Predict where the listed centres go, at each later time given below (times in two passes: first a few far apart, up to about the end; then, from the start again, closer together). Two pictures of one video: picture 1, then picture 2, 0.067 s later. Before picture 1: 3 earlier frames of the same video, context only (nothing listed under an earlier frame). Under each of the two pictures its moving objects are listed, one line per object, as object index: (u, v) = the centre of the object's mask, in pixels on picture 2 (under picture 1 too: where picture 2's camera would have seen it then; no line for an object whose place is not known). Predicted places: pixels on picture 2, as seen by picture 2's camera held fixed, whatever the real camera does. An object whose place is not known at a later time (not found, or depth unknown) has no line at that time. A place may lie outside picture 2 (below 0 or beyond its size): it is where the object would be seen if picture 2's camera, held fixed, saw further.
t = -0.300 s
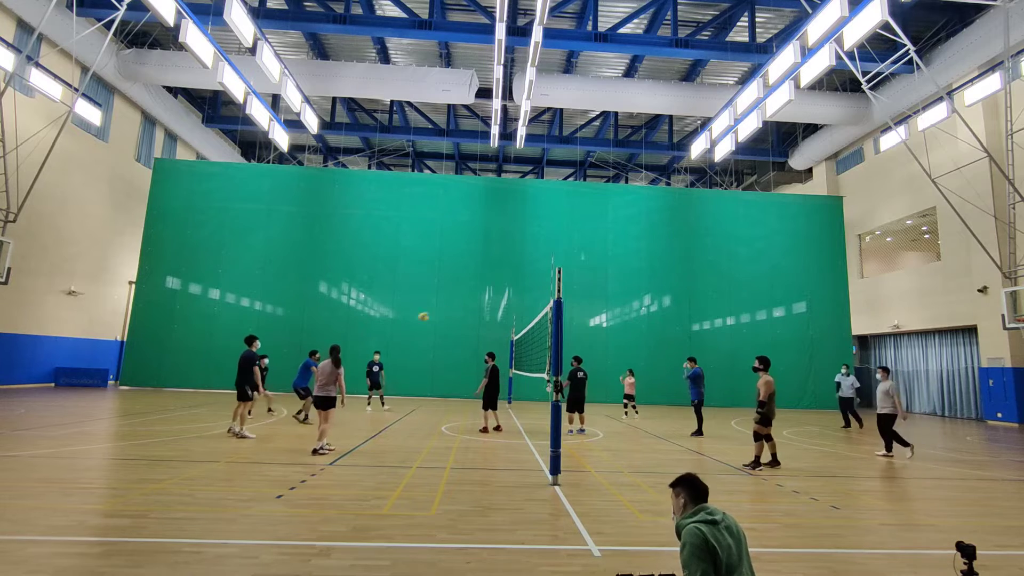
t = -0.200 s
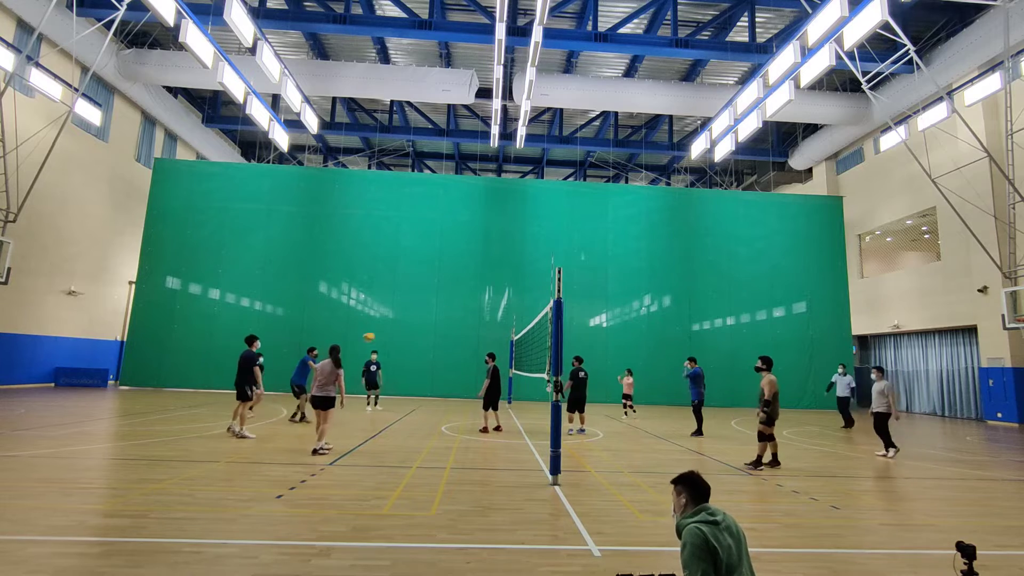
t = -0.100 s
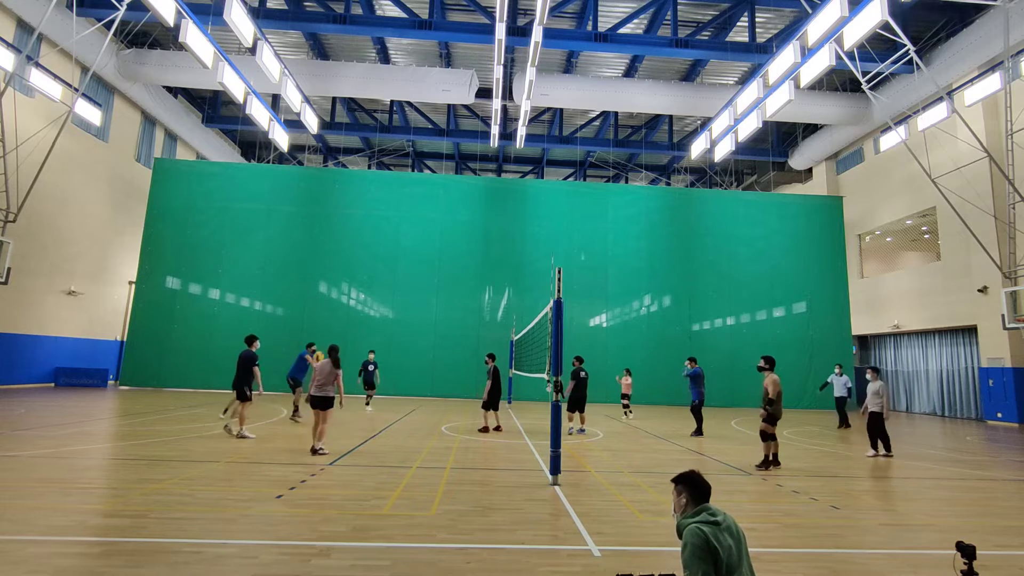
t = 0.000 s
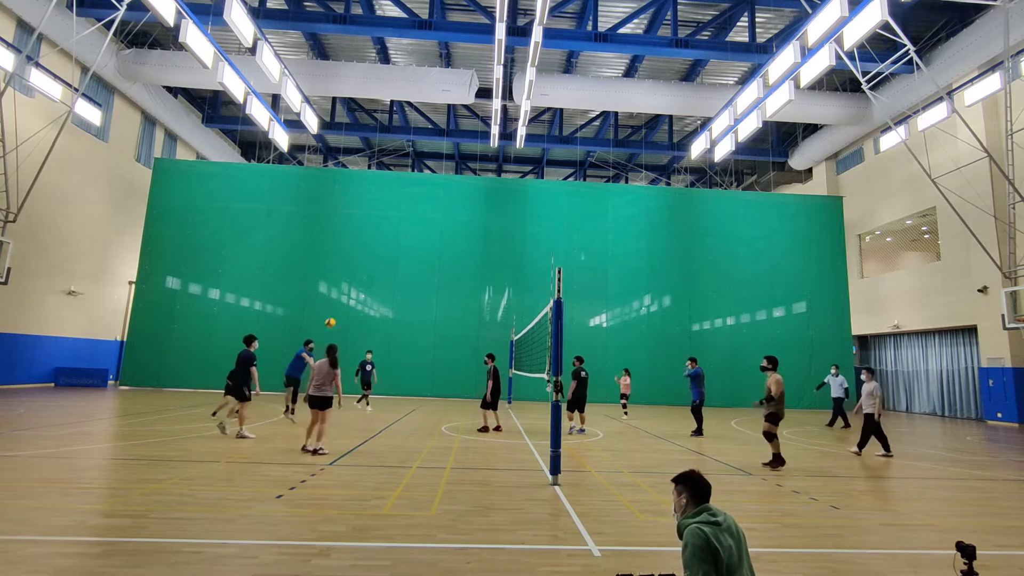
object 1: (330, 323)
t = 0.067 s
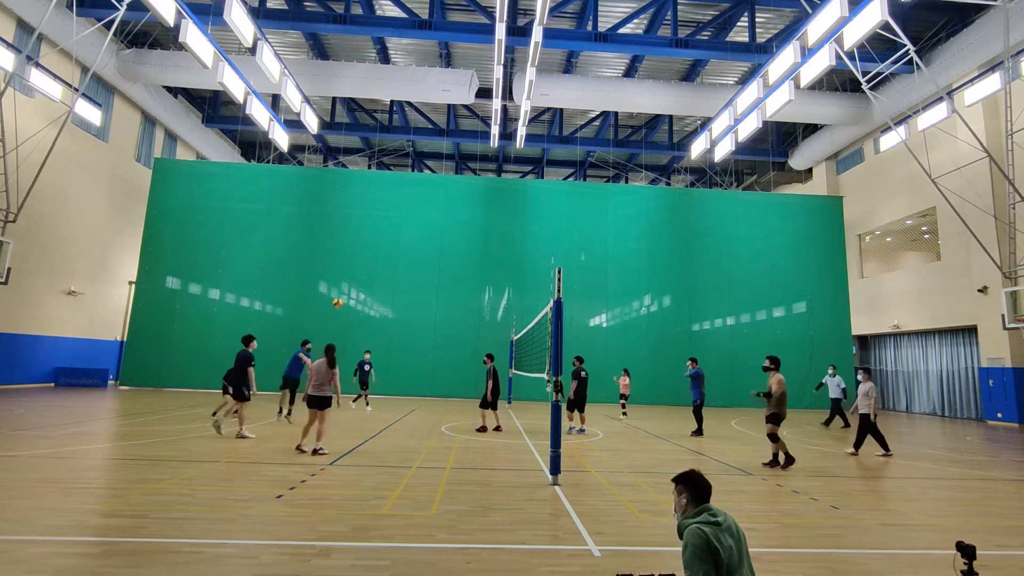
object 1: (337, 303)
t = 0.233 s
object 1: (355, 263)
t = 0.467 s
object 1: (375, 227)
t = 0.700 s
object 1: (394, 213)
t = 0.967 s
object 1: (413, 226)
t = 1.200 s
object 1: (428, 262)
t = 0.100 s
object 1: (341, 294)
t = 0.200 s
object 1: (351, 270)
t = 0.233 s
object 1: (355, 263)
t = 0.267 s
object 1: (357, 256)
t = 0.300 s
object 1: (361, 250)
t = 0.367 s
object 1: (367, 239)
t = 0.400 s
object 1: (370, 234)
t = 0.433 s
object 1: (372, 231)
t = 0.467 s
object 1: (375, 227)
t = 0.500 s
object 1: (378, 224)
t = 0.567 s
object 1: (383, 218)
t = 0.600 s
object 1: (386, 216)
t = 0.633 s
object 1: (389, 215)
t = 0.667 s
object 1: (391, 214)
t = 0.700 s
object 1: (394, 213)
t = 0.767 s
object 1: (399, 214)
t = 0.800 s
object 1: (401, 214)
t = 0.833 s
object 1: (403, 216)
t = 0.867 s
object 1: (405, 217)
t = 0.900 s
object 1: (408, 220)
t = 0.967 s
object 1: (413, 226)
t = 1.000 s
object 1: (415, 229)
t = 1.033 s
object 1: (417, 233)
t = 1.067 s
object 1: (419, 238)
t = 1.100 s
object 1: (422, 243)
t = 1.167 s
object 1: (426, 255)
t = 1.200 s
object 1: (428, 262)
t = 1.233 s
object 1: (431, 269)
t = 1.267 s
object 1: (432, 277)
